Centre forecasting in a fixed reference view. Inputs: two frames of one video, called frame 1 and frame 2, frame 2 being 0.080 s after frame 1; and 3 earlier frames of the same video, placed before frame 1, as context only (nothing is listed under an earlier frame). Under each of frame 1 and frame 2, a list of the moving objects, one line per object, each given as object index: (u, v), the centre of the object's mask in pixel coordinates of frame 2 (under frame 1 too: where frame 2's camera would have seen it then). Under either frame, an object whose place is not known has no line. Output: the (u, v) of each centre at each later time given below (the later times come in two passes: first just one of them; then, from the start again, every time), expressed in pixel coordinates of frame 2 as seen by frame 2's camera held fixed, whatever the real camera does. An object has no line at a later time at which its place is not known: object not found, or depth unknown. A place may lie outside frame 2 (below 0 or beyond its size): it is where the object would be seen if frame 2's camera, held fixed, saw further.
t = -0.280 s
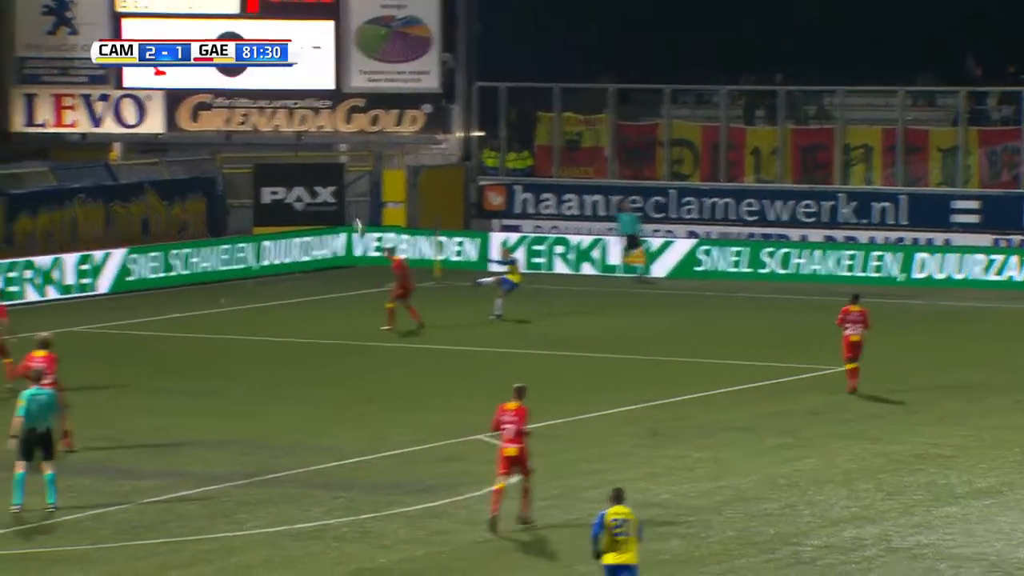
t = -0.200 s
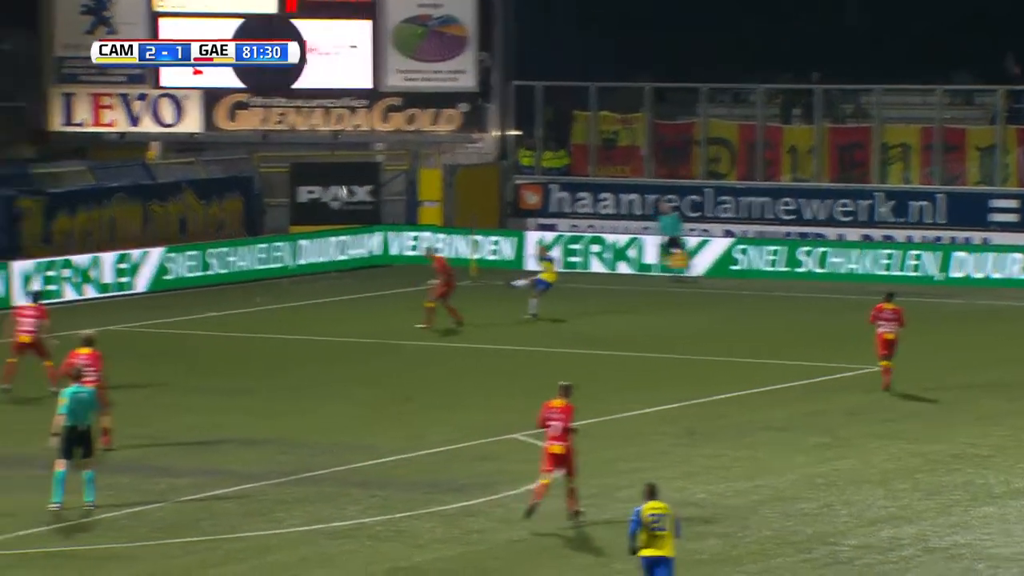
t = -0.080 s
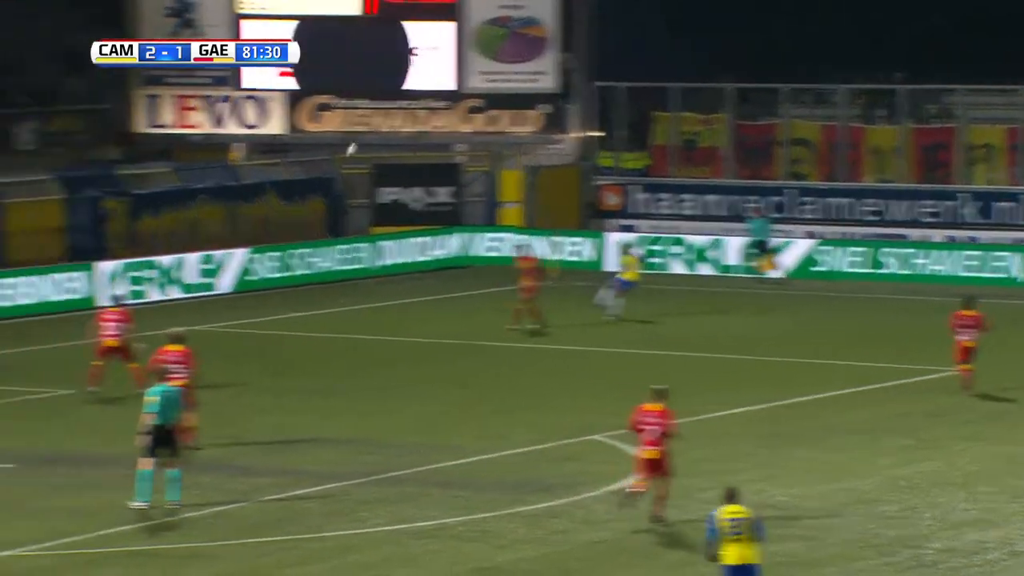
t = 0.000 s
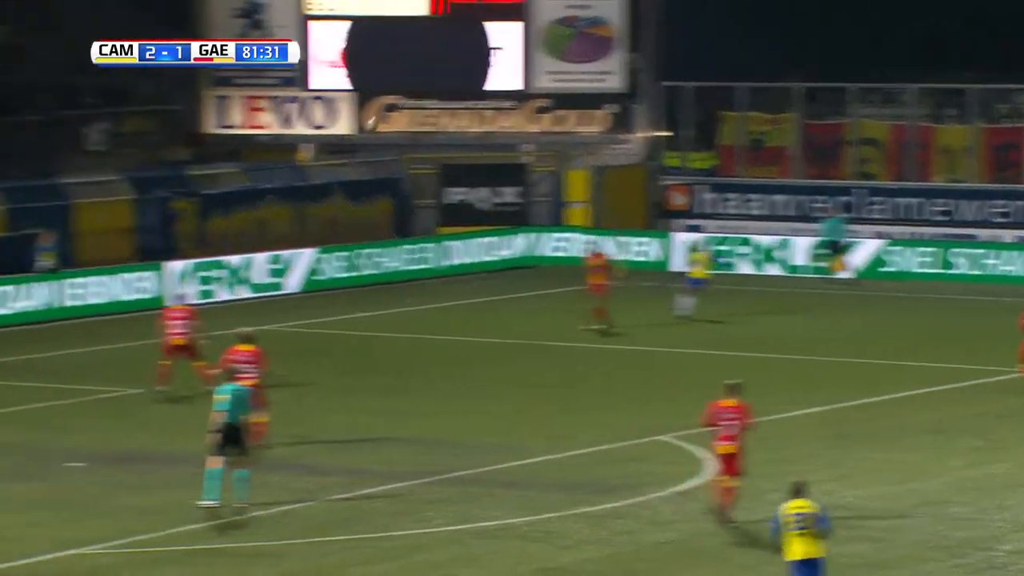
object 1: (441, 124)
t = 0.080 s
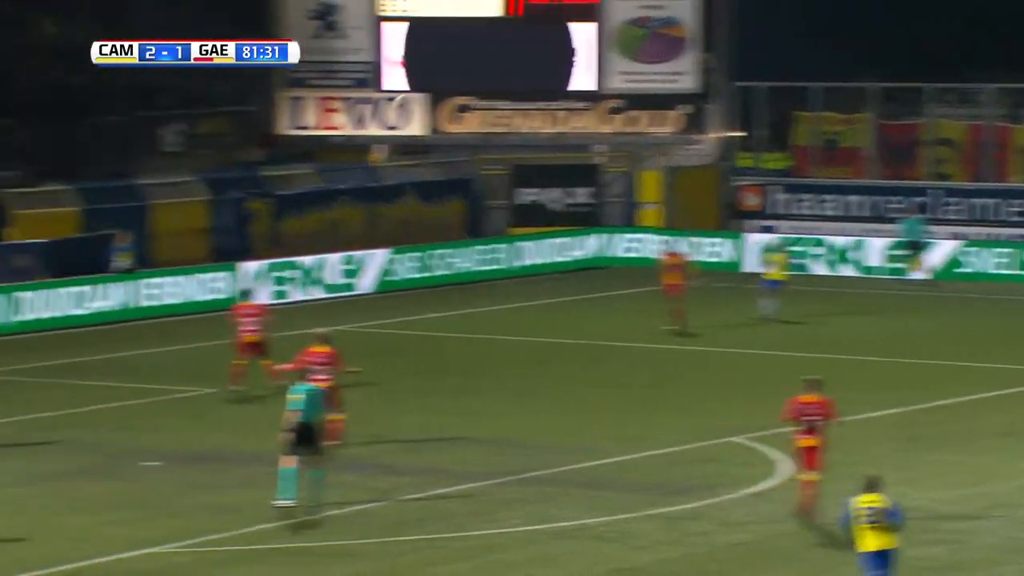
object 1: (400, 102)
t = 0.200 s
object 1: (335, 71)
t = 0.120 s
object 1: (378, 90)
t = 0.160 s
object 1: (356, 80)
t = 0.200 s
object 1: (335, 71)
